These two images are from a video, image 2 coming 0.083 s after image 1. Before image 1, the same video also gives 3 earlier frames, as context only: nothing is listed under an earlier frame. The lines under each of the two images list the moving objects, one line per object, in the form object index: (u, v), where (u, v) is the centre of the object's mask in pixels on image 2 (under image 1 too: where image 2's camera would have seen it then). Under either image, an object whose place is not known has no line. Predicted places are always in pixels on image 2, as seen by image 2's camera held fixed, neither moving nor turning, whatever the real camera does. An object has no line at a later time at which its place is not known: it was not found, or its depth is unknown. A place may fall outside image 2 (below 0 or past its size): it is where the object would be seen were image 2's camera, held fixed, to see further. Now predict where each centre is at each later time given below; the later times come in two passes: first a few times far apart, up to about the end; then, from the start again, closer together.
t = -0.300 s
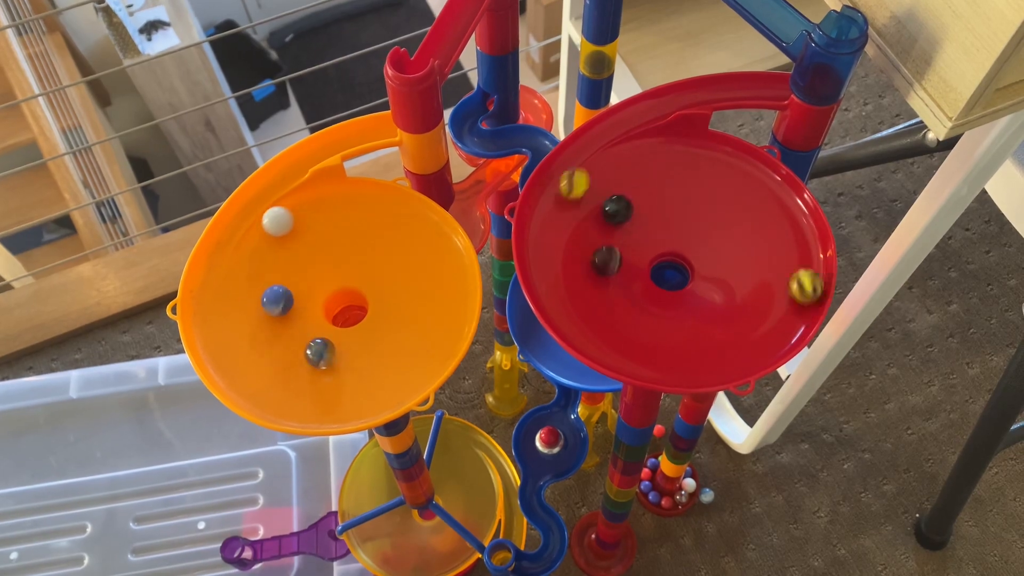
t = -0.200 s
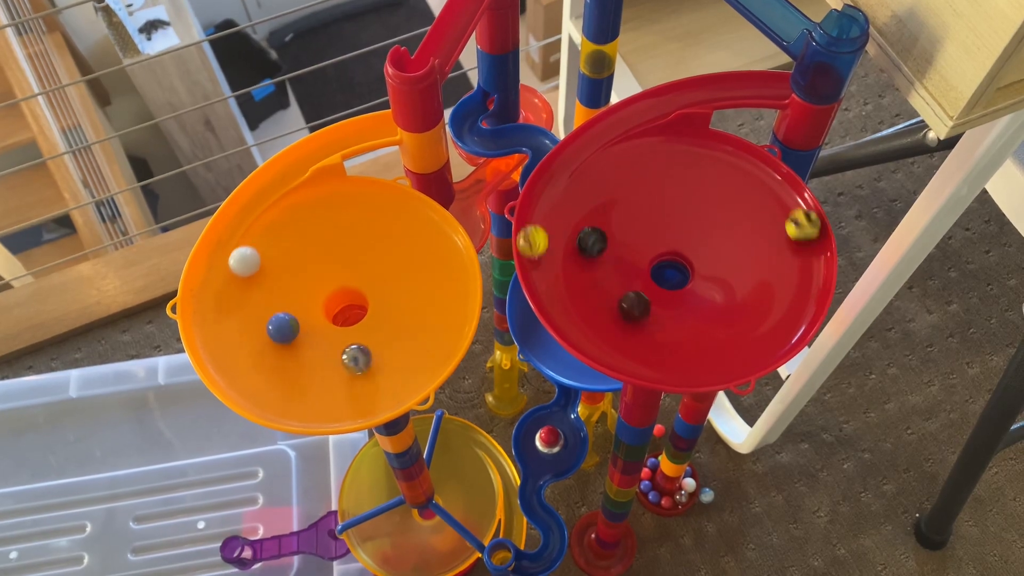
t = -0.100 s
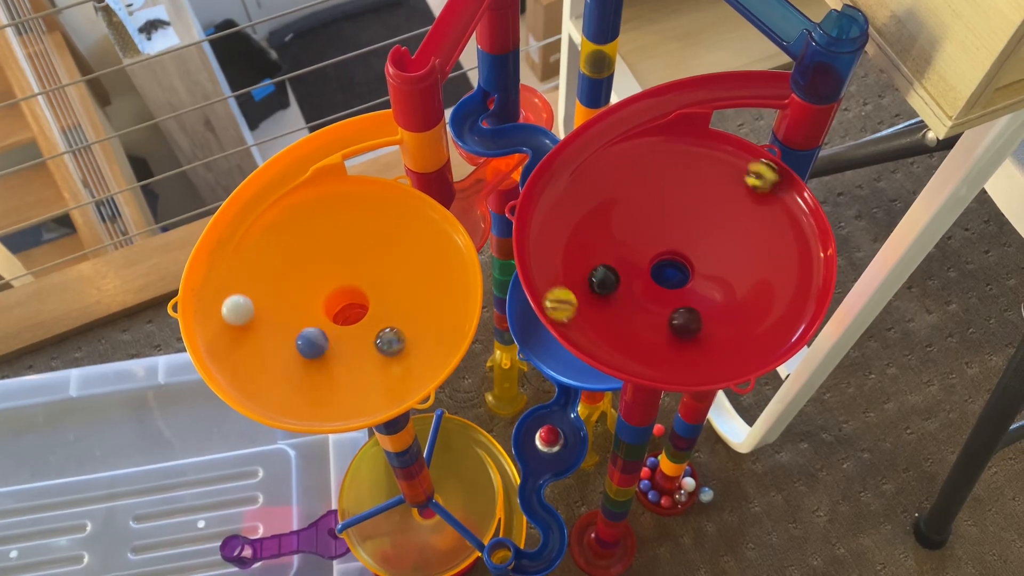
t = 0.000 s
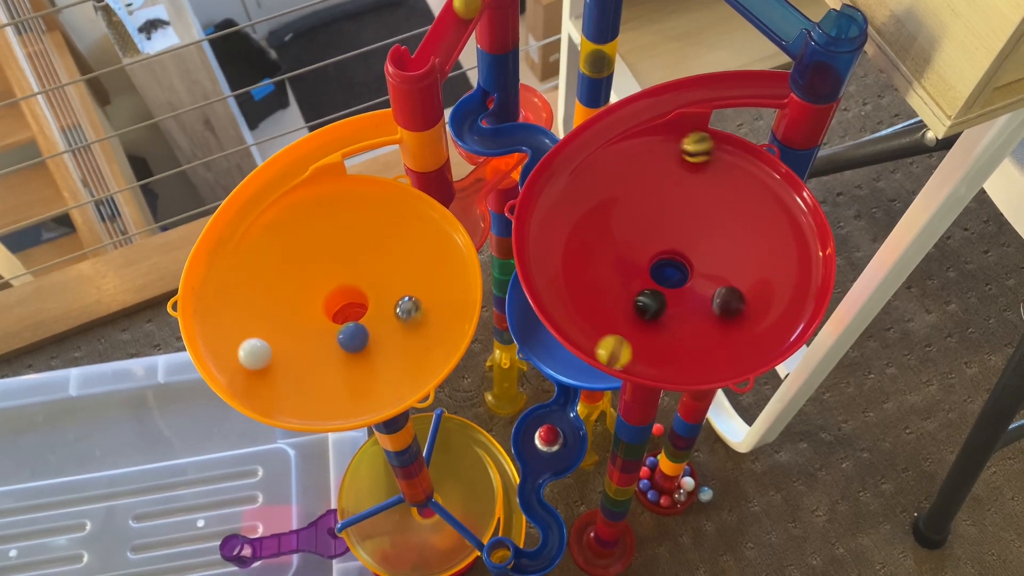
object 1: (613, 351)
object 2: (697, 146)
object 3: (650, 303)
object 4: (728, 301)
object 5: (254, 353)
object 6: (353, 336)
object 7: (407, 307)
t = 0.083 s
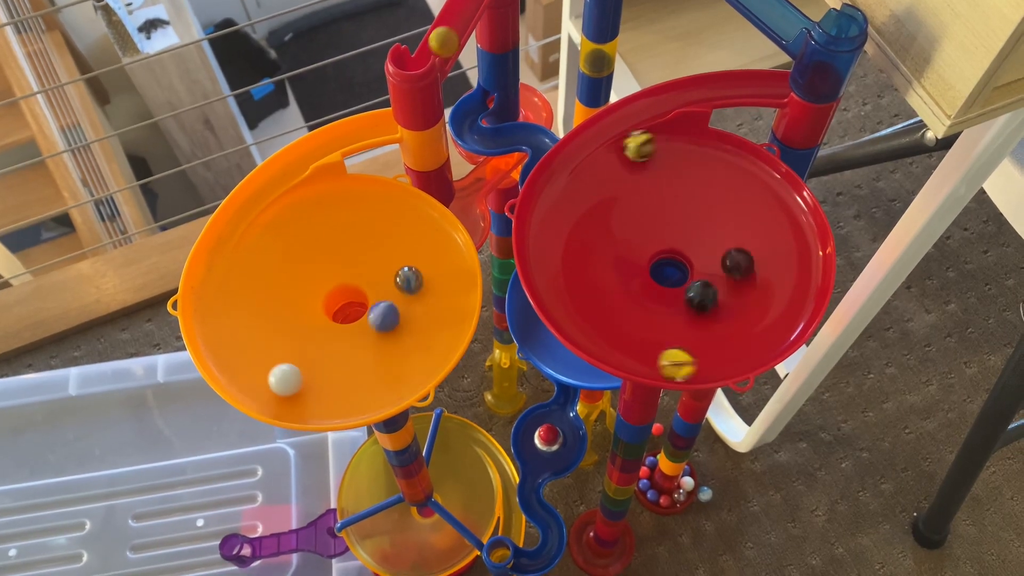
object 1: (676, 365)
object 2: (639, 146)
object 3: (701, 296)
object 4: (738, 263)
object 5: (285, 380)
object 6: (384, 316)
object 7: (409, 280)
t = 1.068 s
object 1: (559, 303)
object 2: (728, 166)
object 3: (656, 227)
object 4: (709, 200)
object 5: (259, 256)
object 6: (370, 317)
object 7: (411, 318)
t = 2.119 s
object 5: (367, 201)
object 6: (390, 279)
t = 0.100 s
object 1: (689, 364)
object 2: (628, 148)
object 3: (710, 289)
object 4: (736, 255)
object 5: (292, 383)
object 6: (389, 311)
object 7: (407, 275)
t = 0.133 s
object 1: (714, 360)
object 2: (608, 157)
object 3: (723, 275)
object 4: (727, 237)
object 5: (309, 389)
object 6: (397, 299)
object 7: (402, 263)
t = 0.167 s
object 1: (738, 353)
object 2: (589, 168)
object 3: (731, 256)
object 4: (712, 221)
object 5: (326, 391)
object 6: (403, 288)
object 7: (396, 253)
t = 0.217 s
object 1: (769, 337)
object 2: (566, 189)
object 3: (730, 229)
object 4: (686, 203)
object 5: (353, 390)
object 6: (407, 272)
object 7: (382, 241)
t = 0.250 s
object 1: (785, 322)
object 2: (554, 205)
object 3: (723, 213)
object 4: (665, 197)
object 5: (370, 387)
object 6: (406, 262)
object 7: (373, 236)
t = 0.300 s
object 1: (803, 296)
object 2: (542, 231)
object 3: (706, 195)
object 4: (637, 194)
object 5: (395, 376)
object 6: (403, 250)
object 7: (356, 231)
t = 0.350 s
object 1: (812, 267)
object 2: (536, 258)
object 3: (684, 187)
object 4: (614, 200)
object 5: (417, 360)
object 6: (395, 240)
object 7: (338, 230)
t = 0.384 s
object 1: (811, 248)
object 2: (541, 274)
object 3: (669, 186)
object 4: (601, 206)
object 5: (428, 346)
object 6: (388, 235)
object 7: (327, 231)
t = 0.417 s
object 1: (805, 228)
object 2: (550, 291)
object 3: (653, 189)
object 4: (593, 214)
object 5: (437, 332)
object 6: (380, 233)
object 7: (315, 235)
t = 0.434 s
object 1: (801, 220)
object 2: (555, 299)
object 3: (645, 192)
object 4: (590, 219)
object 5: (441, 324)
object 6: (375, 233)
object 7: (310, 237)
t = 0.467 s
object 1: (790, 201)
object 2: (568, 314)
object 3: (632, 200)
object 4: (586, 231)
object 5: (446, 308)
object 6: (366, 233)
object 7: (300, 244)
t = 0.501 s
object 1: (776, 185)
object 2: (583, 327)
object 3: (621, 212)
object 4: (586, 243)
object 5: (448, 292)
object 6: (355, 235)
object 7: (292, 251)
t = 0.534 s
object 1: (758, 171)
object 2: (601, 338)
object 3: (614, 226)
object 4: (590, 255)
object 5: (448, 276)
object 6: (345, 239)
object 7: (286, 259)
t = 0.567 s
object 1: (738, 161)
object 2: (621, 347)
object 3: (611, 242)
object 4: (597, 267)
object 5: (445, 261)
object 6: (334, 244)
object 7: (282, 269)
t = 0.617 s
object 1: (706, 146)
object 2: (654, 353)
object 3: (619, 261)
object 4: (614, 290)
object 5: (436, 239)
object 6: (319, 257)
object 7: (279, 284)
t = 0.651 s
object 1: (683, 142)
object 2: (676, 354)
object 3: (631, 272)
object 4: (630, 303)
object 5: (427, 227)
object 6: (310, 266)
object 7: (280, 295)
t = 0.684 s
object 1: (660, 145)
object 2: (699, 351)
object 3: (650, 281)
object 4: (649, 313)
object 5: (417, 216)
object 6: (303, 277)
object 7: (284, 306)
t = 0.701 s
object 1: (648, 146)
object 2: (709, 348)
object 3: (660, 286)
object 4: (658, 316)
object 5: (411, 211)
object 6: (300, 283)
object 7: (286, 311)
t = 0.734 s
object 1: (625, 149)
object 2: (730, 339)
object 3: (681, 286)
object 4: (679, 319)
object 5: (398, 203)
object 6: (296, 293)
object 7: (294, 322)
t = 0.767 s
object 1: (606, 157)
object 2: (748, 327)
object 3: (702, 279)
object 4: (698, 318)
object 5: (384, 198)
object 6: (295, 302)
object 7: (304, 331)
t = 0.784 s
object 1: (596, 163)
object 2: (756, 319)
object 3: (711, 274)
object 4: (708, 316)
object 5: (376, 196)
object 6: (295, 306)
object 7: (310, 336)
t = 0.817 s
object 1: (580, 178)
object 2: (768, 302)
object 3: (722, 259)
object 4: (726, 307)
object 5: (361, 194)
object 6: (298, 314)
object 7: (322, 342)
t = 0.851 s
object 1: (566, 194)
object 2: (776, 283)
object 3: (727, 247)
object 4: (739, 297)
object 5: (345, 196)
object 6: (303, 321)
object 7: (335, 346)
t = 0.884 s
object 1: (555, 207)
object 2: (780, 264)
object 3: (727, 235)
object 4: (748, 283)
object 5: (329, 200)
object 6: (311, 327)
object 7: (350, 348)
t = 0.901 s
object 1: (551, 216)
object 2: (780, 253)
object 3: (724, 229)
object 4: (751, 276)
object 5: (321, 202)
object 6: (315, 329)
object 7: (356, 348)
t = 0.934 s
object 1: (543, 235)
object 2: (777, 233)
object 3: (716, 220)
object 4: (752, 258)
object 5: (306, 210)
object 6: (325, 331)
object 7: (370, 346)
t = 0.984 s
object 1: (540, 262)
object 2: (764, 204)
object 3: (697, 214)
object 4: (745, 234)
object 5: (286, 224)
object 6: (343, 331)
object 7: (388, 338)
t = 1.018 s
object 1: (543, 279)
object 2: (752, 187)
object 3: (681, 216)
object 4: (733, 218)
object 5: (274, 236)
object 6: (354, 327)
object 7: (399, 332)
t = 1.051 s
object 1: (553, 295)
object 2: (736, 172)
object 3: (663, 222)
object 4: (719, 206)
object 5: (263, 249)
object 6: (365, 321)
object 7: (407, 323)
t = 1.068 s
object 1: (559, 303)
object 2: (728, 166)
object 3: (656, 227)
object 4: (709, 200)
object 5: (259, 256)
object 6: (370, 317)
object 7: (411, 318)
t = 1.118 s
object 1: (582, 323)
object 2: (700, 150)
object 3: (637, 247)
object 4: (680, 190)
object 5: (249, 279)
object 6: (382, 305)
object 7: (418, 303)
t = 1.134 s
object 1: (590, 328)
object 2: (691, 147)
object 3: (634, 254)
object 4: (670, 188)
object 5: (246, 286)
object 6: (386, 300)
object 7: (420, 296)
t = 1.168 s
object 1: (612, 337)
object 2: (671, 141)
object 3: (633, 268)
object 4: (650, 187)
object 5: (245, 302)
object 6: (390, 290)
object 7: (421, 287)
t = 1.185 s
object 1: (623, 342)
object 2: (661, 142)
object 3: (634, 276)
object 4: (641, 188)
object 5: (244, 309)
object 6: (391, 285)
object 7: (421, 282)
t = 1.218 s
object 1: (645, 347)
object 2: (643, 145)
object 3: (639, 288)
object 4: (624, 193)
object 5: (247, 323)
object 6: (390, 276)
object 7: (421, 272)
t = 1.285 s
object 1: (692, 345)
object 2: (609, 159)
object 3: (661, 301)
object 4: (597, 209)
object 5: (258, 349)
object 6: (382, 260)
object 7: (415, 254)
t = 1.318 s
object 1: (716, 339)
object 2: (593, 170)
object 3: (673, 301)
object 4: (588, 221)
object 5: (268, 360)
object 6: (375, 255)
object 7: (409, 247)
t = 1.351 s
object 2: (579, 181)
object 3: (686, 298)
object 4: (583, 233)
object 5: (279, 369)
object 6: (367, 252)
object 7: (402, 241)
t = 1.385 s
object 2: (568, 196)
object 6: (358, 250)
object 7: (393, 237)
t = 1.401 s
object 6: (353, 250)
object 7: (388, 235)
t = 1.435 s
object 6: (344, 251)
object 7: (377, 233)
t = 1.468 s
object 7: (366, 233)
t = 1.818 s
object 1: (651, 144)
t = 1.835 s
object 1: (641, 147)
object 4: (731, 216)
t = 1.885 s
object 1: (616, 159)
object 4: (717, 196)
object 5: (439, 250)
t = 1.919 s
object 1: (599, 171)
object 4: (703, 185)
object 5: (433, 238)
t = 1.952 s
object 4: (688, 179)
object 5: (426, 227)
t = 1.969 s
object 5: (422, 222)
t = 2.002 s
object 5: (412, 214)
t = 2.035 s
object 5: (400, 207)
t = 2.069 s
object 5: (388, 203)
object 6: (390, 292)
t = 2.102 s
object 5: (374, 202)
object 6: (391, 283)
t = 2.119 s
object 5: (367, 201)
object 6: (390, 279)
